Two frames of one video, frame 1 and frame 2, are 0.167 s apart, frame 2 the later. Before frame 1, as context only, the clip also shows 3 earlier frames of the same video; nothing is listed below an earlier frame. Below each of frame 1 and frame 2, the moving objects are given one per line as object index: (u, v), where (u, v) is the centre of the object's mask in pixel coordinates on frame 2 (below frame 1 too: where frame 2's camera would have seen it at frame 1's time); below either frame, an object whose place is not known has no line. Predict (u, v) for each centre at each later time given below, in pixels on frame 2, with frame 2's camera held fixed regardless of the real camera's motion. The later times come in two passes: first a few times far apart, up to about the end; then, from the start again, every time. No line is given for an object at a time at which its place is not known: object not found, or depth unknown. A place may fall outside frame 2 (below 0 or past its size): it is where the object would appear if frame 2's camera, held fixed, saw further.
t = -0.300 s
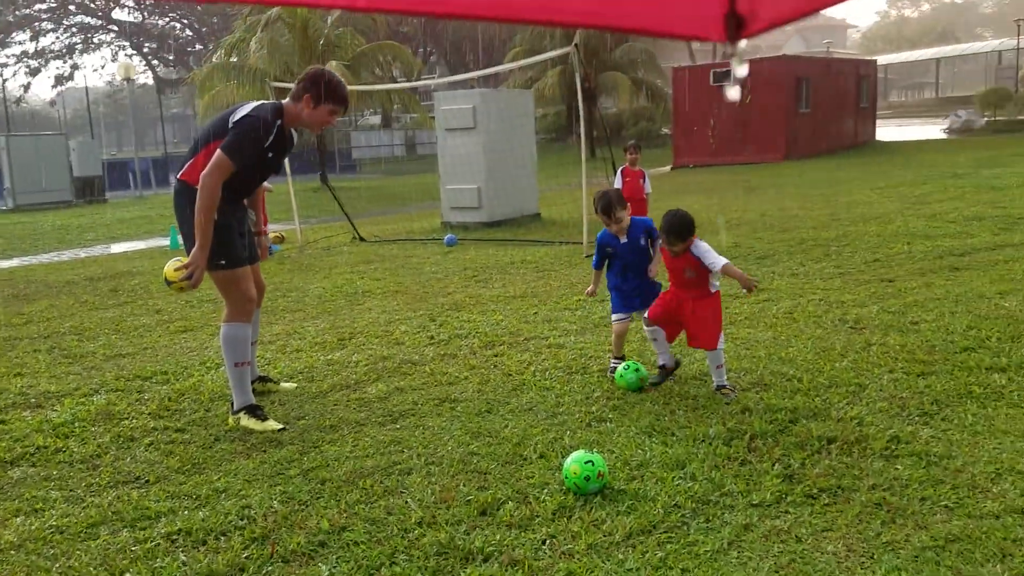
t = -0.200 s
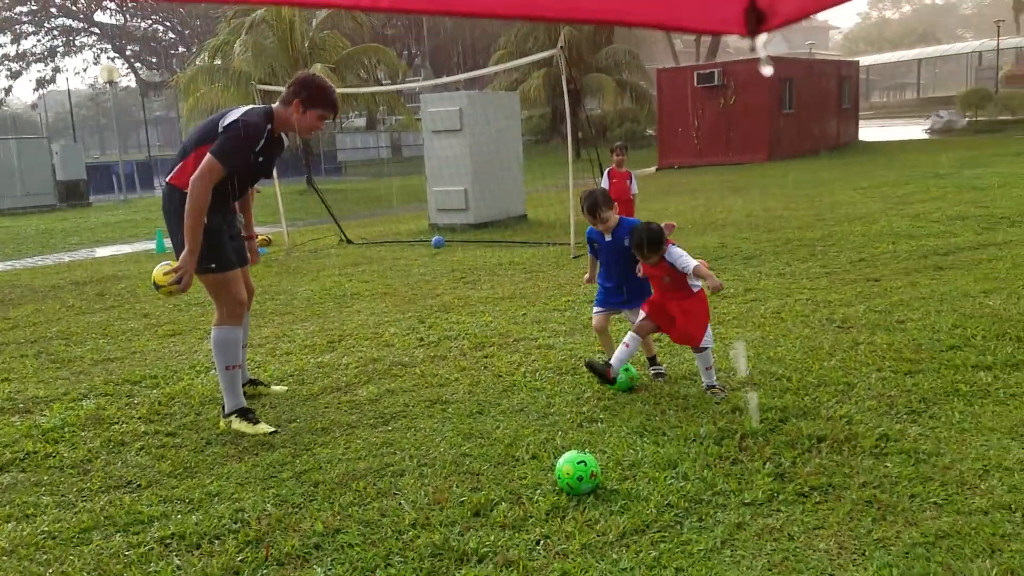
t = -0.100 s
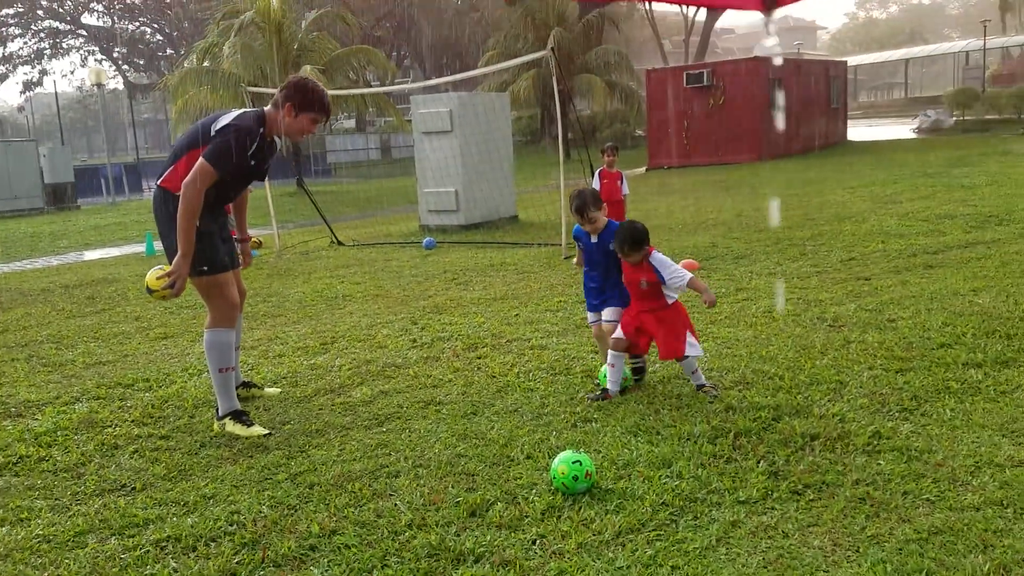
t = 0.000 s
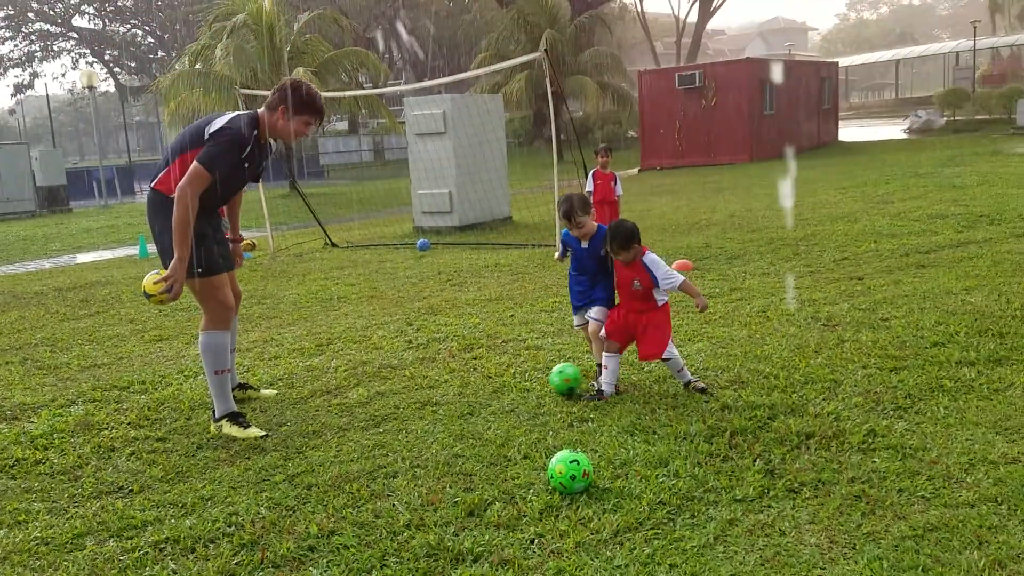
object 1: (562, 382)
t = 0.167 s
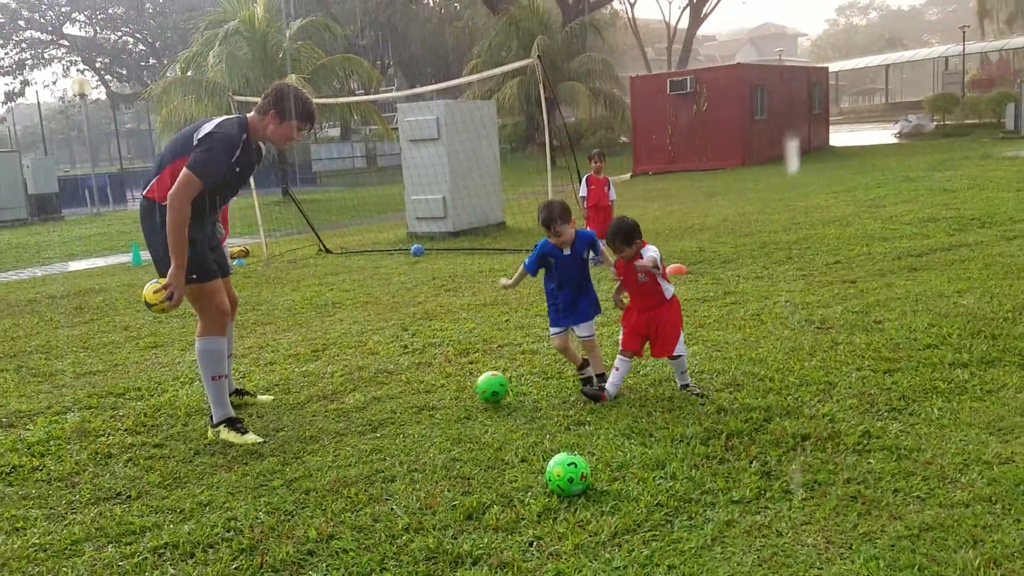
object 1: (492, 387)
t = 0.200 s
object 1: (481, 390)
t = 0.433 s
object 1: (410, 399)
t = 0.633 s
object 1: (356, 405)
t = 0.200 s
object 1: (481, 390)
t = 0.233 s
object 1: (470, 394)
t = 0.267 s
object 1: (460, 392)
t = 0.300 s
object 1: (450, 391)
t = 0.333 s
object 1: (439, 393)
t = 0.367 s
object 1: (430, 396)
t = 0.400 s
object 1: (420, 400)
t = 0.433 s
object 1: (410, 399)
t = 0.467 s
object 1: (401, 398)
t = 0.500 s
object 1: (391, 400)
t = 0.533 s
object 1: (382, 402)
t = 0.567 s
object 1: (374, 403)
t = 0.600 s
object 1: (365, 404)
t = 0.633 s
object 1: (356, 405)
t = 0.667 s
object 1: (348, 407)
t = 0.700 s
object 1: (339, 408)
